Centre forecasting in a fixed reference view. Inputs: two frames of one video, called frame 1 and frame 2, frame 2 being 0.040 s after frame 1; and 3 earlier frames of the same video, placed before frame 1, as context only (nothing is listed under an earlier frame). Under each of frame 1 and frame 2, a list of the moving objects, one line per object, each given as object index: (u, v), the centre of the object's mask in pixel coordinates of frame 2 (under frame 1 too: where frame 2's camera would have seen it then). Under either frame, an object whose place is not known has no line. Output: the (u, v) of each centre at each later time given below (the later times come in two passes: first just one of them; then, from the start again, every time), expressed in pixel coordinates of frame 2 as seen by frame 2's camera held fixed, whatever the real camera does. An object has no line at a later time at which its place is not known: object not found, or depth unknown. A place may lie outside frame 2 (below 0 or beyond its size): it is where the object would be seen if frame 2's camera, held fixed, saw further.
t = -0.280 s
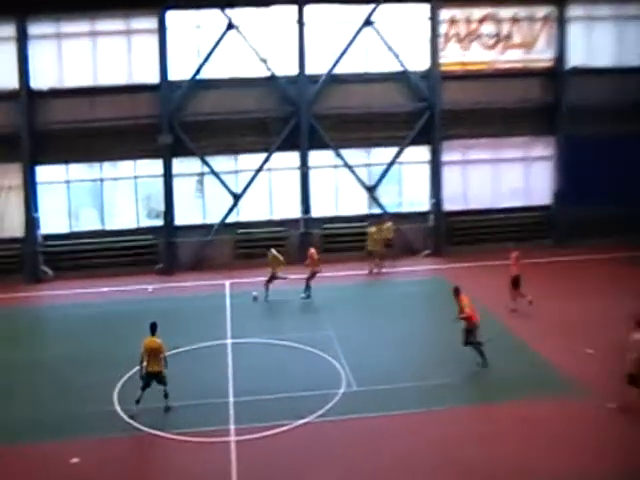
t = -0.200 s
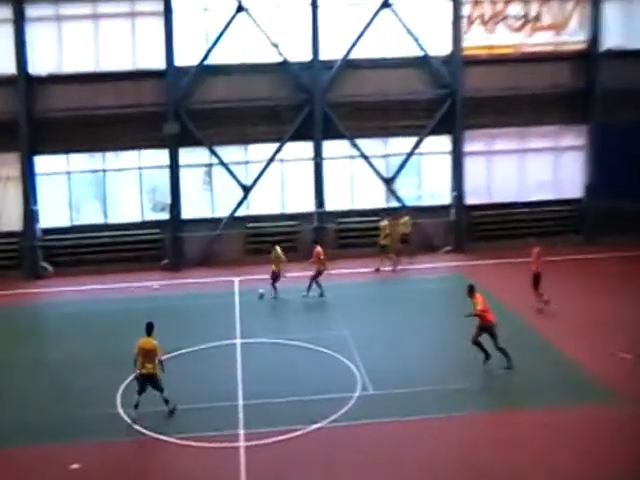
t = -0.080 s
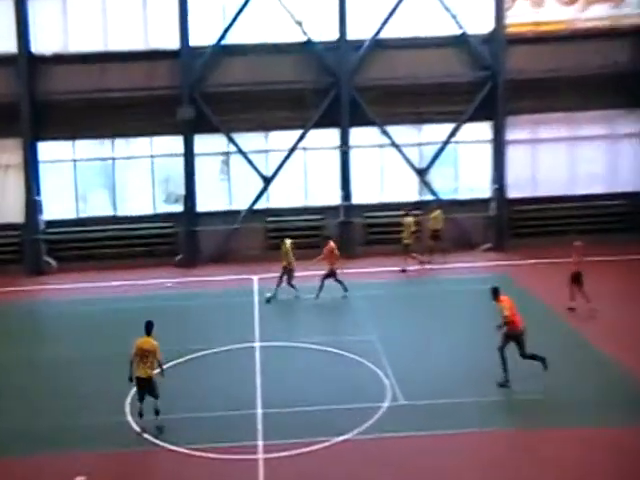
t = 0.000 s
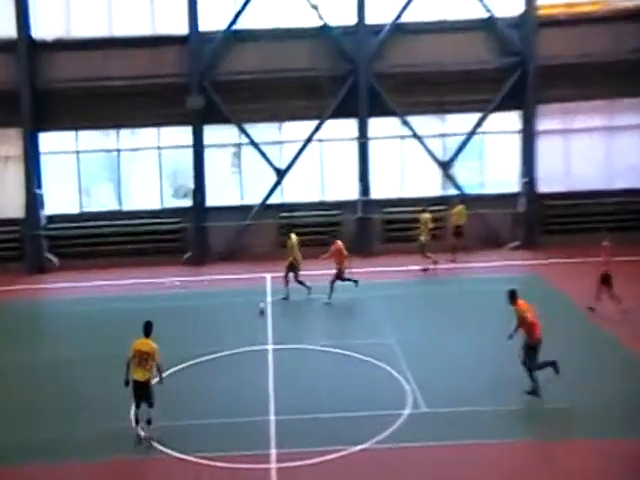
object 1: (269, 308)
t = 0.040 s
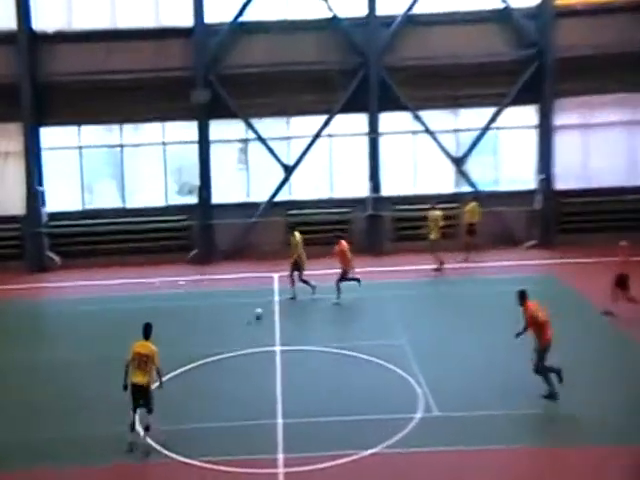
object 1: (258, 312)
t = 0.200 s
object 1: (216, 333)
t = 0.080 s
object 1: (248, 317)
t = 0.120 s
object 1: (238, 322)
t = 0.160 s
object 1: (227, 327)
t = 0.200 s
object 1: (216, 333)
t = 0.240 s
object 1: (205, 339)
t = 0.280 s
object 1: (194, 344)
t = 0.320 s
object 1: (183, 349)
